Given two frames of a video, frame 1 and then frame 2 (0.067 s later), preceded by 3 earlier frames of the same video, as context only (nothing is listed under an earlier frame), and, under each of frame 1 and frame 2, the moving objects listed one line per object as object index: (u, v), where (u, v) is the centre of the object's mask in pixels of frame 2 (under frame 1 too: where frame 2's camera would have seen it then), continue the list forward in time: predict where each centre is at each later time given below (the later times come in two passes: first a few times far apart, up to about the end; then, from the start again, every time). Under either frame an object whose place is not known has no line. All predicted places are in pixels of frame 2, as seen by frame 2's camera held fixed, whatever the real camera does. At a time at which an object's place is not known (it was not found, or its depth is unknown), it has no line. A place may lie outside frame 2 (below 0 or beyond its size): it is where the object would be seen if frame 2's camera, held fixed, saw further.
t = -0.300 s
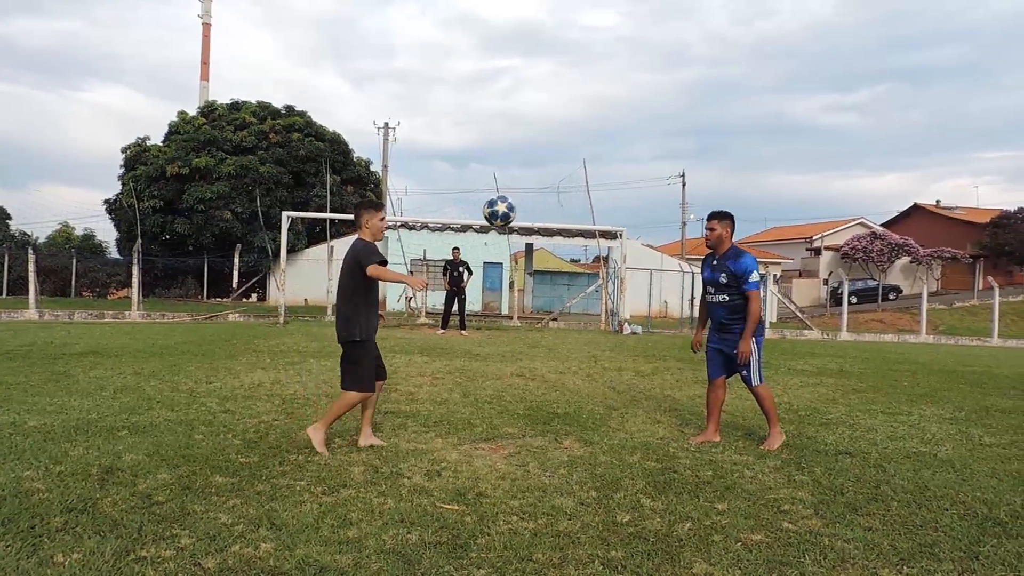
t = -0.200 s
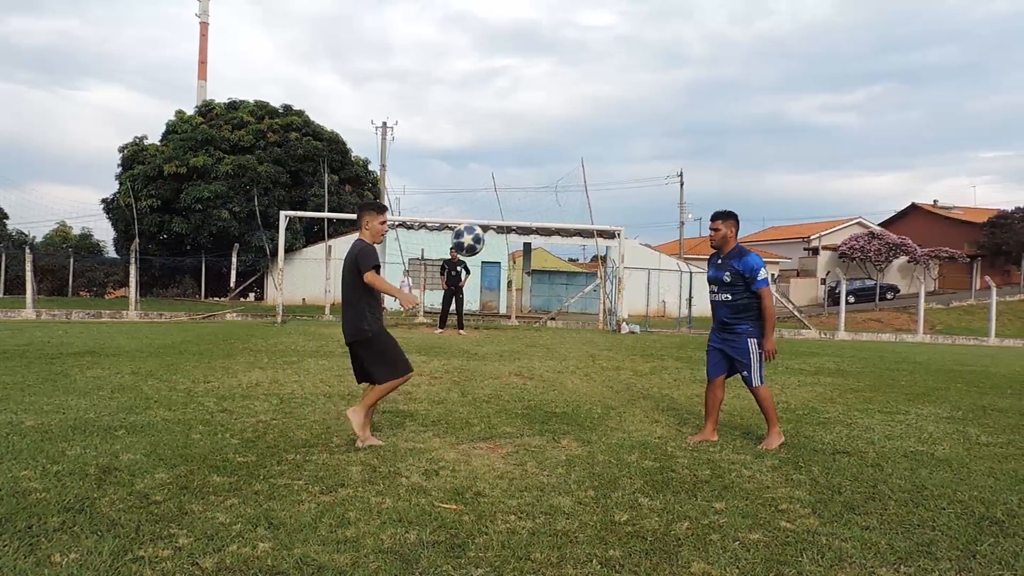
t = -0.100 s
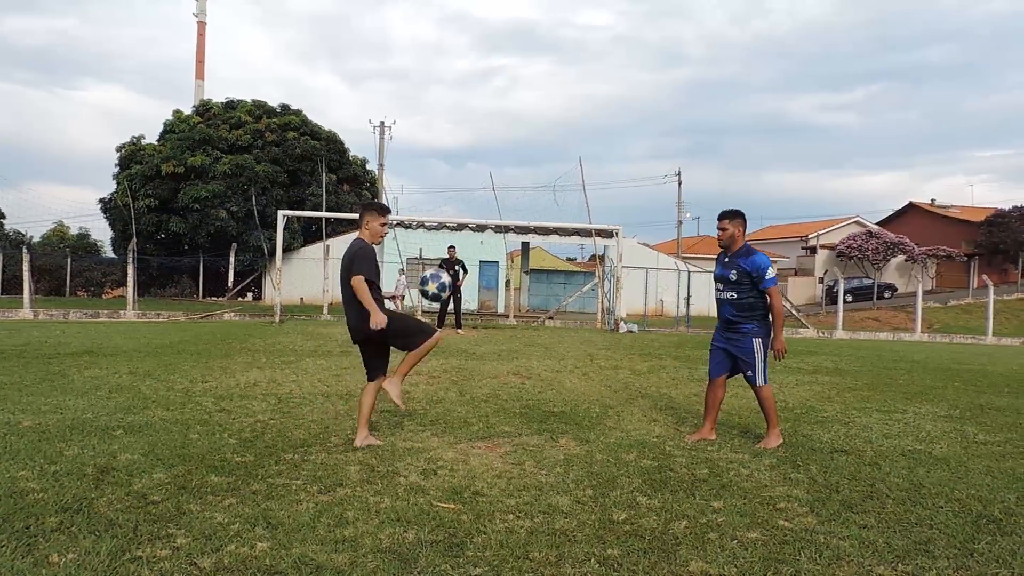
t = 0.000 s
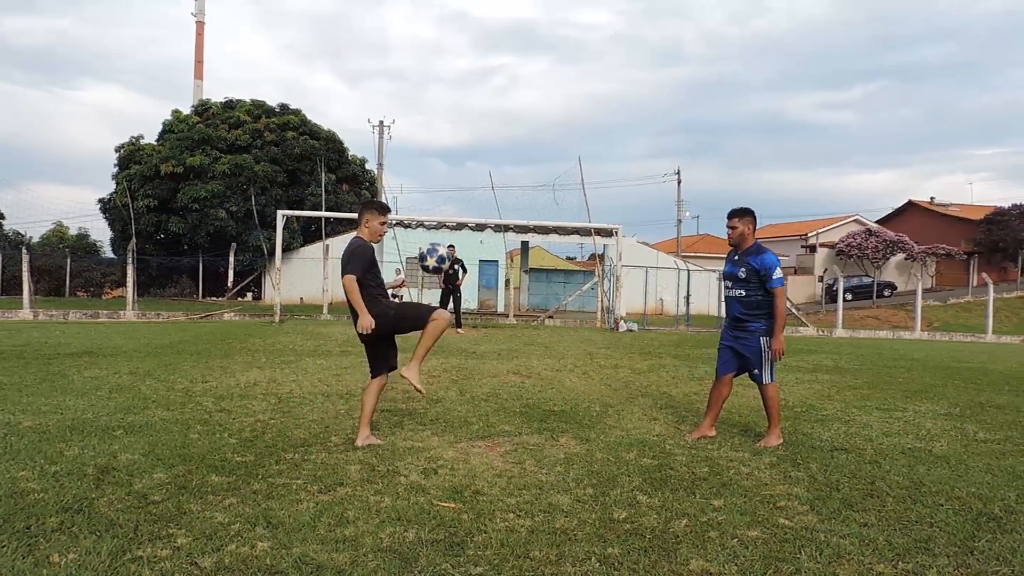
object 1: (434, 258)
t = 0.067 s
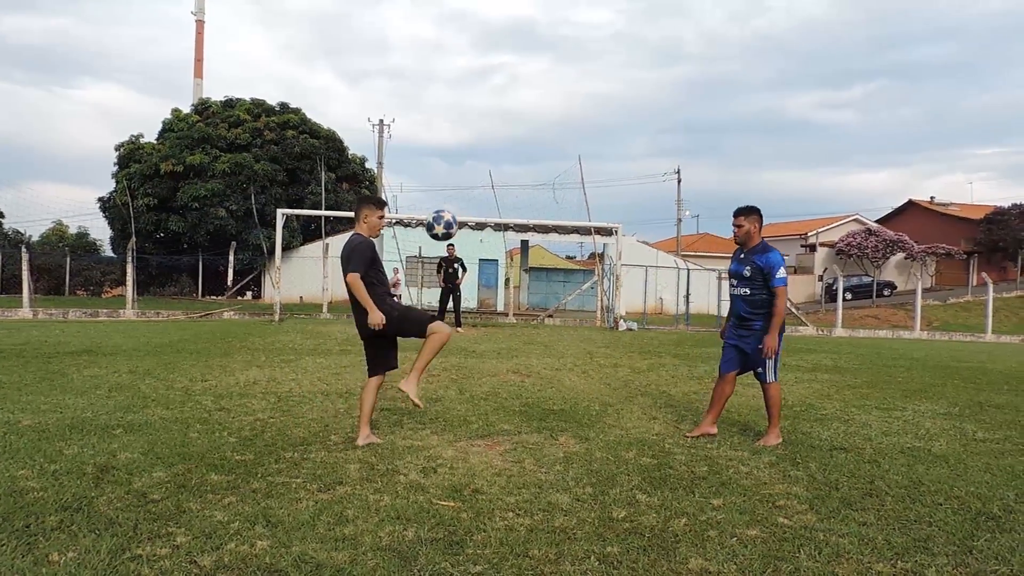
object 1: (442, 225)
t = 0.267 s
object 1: (461, 172)
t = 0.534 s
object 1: (482, 192)
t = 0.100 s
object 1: (445, 212)
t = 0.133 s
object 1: (448, 201)
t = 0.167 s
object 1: (452, 191)
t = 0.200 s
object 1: (455, 183)
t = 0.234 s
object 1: (458, 177)
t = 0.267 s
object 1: (461, 172)
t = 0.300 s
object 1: (464, 170)
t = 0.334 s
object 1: (467, 168)
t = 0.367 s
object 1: (470, 168)
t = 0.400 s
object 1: (472, 170)
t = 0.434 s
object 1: (475, 173)
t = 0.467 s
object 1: (477, 178)
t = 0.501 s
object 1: (479, 184)
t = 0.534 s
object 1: (482, 192)
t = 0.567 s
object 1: (484, 201)
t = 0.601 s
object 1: (486, 211)
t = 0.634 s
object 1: (488, 223)
